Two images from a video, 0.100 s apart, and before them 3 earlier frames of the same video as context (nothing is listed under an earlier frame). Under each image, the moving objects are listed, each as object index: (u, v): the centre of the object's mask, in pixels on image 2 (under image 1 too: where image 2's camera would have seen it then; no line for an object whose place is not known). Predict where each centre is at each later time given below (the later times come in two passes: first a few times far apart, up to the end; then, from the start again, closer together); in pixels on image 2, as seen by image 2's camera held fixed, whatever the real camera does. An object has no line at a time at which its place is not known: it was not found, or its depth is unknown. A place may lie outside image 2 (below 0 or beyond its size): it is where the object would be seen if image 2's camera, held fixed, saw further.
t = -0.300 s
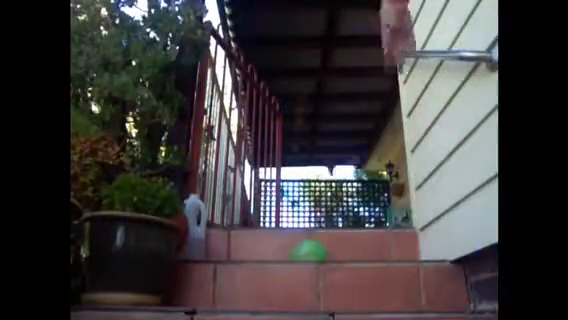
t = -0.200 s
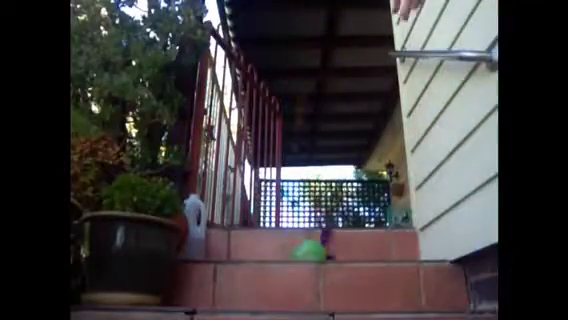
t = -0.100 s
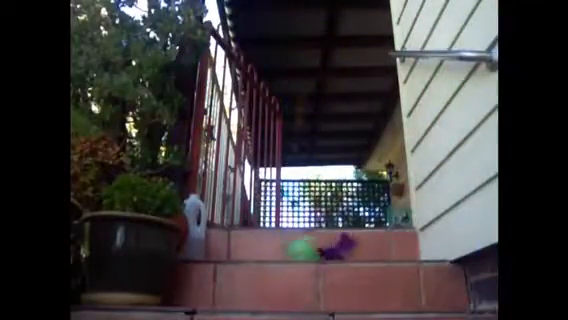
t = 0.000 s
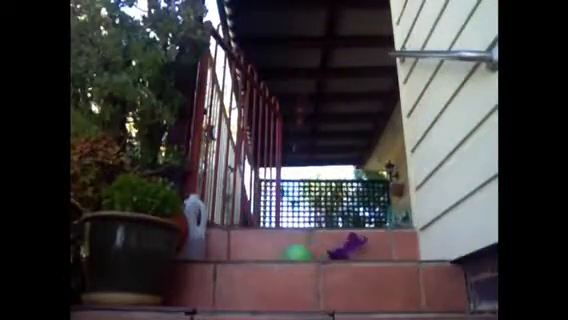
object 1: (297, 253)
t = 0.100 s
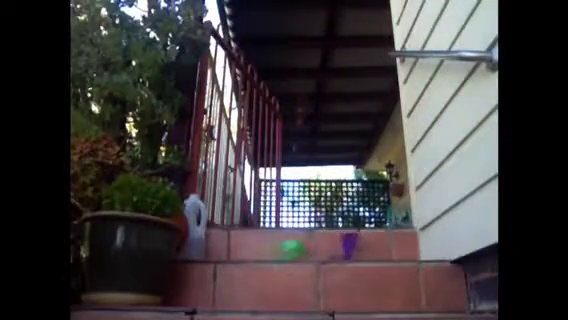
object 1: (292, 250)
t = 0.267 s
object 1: (284, 251)
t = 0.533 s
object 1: (280, 251)
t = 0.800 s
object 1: (264, 249)
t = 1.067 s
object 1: (246, 244)
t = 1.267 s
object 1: (238, 268)
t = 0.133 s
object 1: (288, 250)
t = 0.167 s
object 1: (286, 252)
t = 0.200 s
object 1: (285, 252)
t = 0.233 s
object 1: (284, 251)
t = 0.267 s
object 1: (284, 251)
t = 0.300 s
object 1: (284, 250)
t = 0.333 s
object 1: (283, 251)
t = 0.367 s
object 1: (284, 253)
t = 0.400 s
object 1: (283, 251)
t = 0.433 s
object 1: (283, 251)
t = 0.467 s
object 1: (282, 251)
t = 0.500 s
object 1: (280, 251)
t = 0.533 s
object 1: (280, 251)
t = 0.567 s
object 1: (280, 251)
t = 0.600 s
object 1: (279, 250)
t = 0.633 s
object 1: (278, 250)
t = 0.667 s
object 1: (278, 250)
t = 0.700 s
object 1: (276, 250)
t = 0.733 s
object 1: (275, 250)
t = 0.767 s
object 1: (272, 250)
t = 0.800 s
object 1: (264, 249)
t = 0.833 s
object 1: (261, 248)
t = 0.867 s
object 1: (260, 248)
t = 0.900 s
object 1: (259, 248)
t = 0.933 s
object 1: (253, 246)
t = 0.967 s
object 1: (251, 244)
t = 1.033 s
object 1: (246, 243)
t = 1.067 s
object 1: (246, 244)
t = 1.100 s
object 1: (244, 245)
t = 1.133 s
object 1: (244, 246)
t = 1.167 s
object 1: (242, 249)
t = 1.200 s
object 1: (241, 254)
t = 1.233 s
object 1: (240, 259)
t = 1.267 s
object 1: (238, 268)
